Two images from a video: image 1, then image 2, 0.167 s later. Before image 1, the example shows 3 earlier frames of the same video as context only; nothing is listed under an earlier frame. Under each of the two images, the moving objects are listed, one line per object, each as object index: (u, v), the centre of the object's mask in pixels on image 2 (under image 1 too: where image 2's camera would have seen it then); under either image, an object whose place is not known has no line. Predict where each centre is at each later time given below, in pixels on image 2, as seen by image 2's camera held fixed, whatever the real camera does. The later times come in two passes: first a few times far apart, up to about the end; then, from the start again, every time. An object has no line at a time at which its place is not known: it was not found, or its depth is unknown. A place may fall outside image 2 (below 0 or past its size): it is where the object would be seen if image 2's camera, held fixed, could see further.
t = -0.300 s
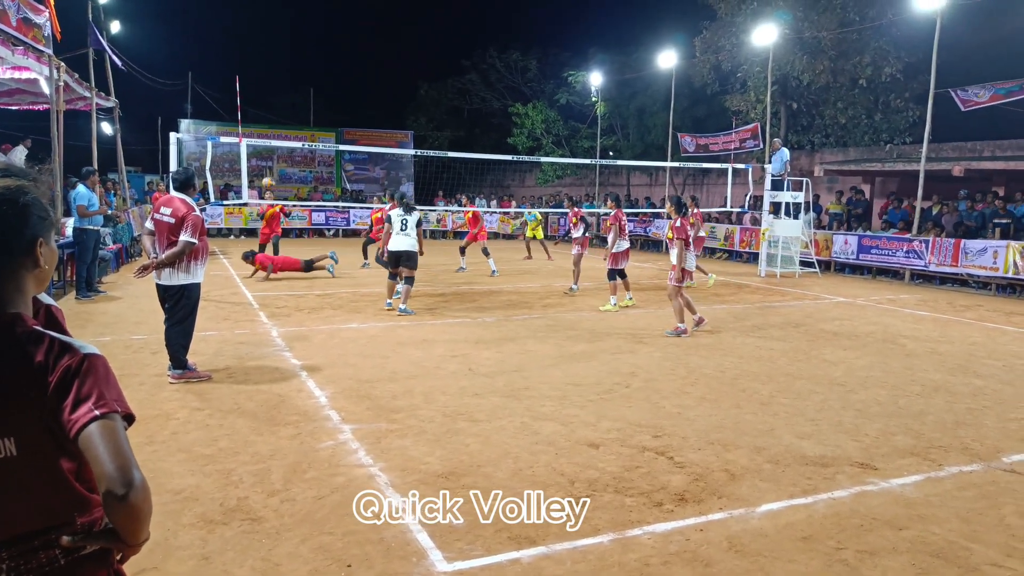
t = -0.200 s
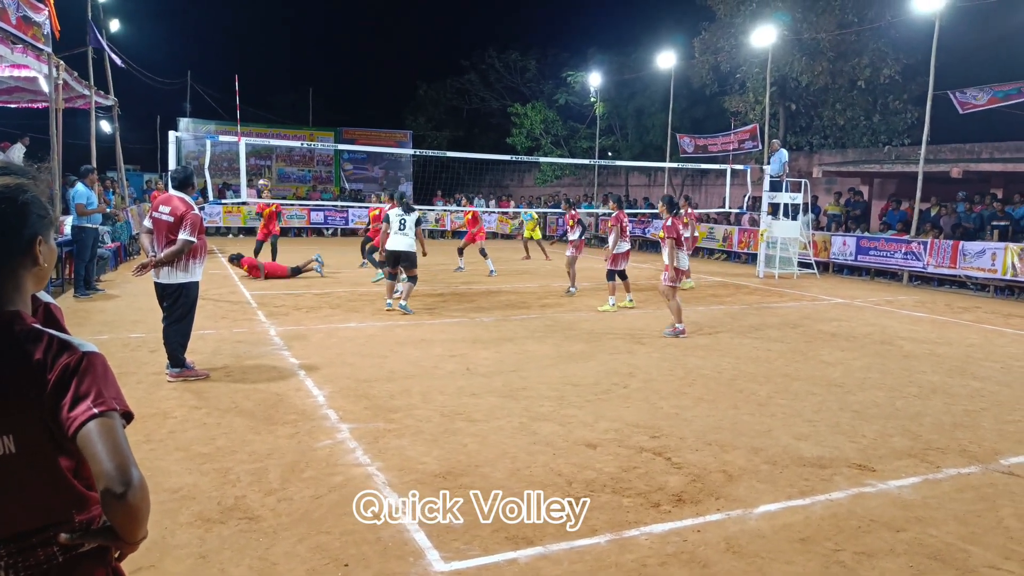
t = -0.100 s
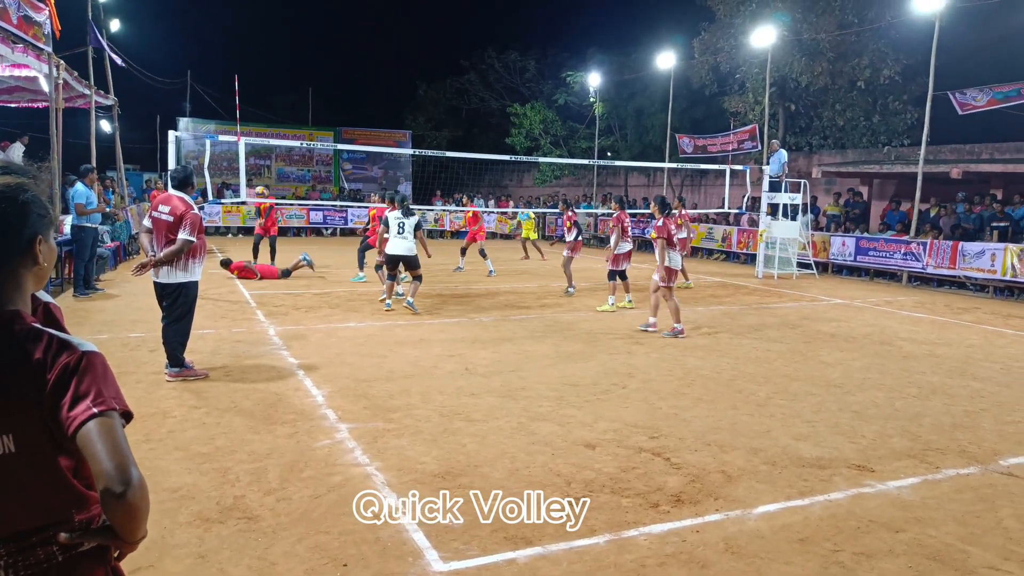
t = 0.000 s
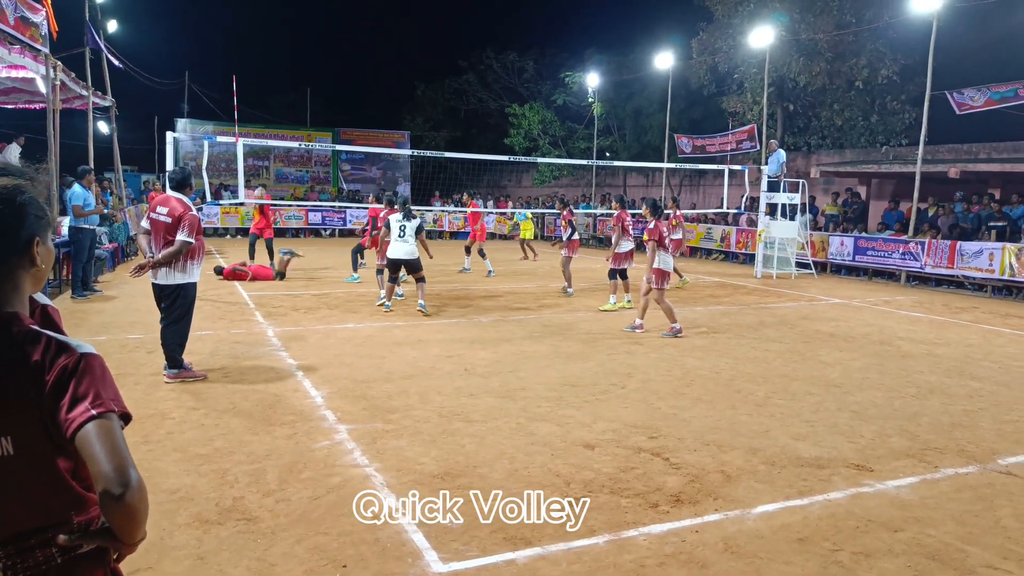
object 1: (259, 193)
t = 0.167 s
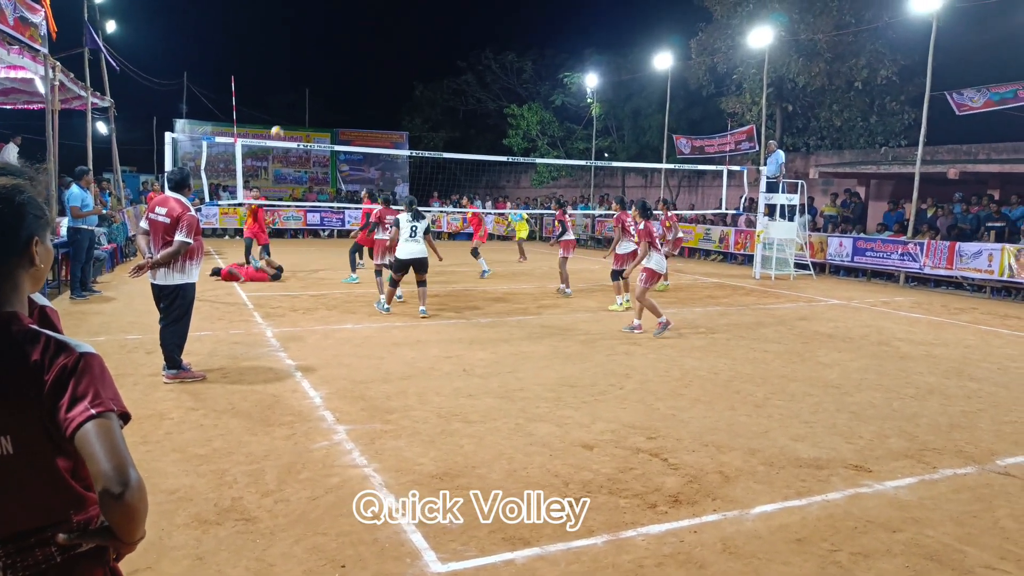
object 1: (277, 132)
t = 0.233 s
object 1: (285, 112)
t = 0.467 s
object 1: (315, 55)
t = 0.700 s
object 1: (346, 28)
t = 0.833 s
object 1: (365, 28)
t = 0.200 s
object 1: (281, 121)
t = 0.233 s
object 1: (285, 112)
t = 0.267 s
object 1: (289, 102)
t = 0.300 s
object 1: (293, 93)
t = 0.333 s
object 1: (297, 84)
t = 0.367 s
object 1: (301, 76)
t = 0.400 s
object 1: (306, 68)
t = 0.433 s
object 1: (310, 61)
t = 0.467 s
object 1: (315, 55)
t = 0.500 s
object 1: (319, 49)
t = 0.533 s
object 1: (324, 45)
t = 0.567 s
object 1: (328, 41)
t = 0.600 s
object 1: (332, 36)
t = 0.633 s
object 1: (337, 33)
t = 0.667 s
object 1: (341, 30)
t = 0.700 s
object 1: (346, 28)
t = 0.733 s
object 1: (351, 27)
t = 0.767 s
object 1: (355, 27)
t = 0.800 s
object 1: (360, 27)
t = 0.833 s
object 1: (365, 28)
